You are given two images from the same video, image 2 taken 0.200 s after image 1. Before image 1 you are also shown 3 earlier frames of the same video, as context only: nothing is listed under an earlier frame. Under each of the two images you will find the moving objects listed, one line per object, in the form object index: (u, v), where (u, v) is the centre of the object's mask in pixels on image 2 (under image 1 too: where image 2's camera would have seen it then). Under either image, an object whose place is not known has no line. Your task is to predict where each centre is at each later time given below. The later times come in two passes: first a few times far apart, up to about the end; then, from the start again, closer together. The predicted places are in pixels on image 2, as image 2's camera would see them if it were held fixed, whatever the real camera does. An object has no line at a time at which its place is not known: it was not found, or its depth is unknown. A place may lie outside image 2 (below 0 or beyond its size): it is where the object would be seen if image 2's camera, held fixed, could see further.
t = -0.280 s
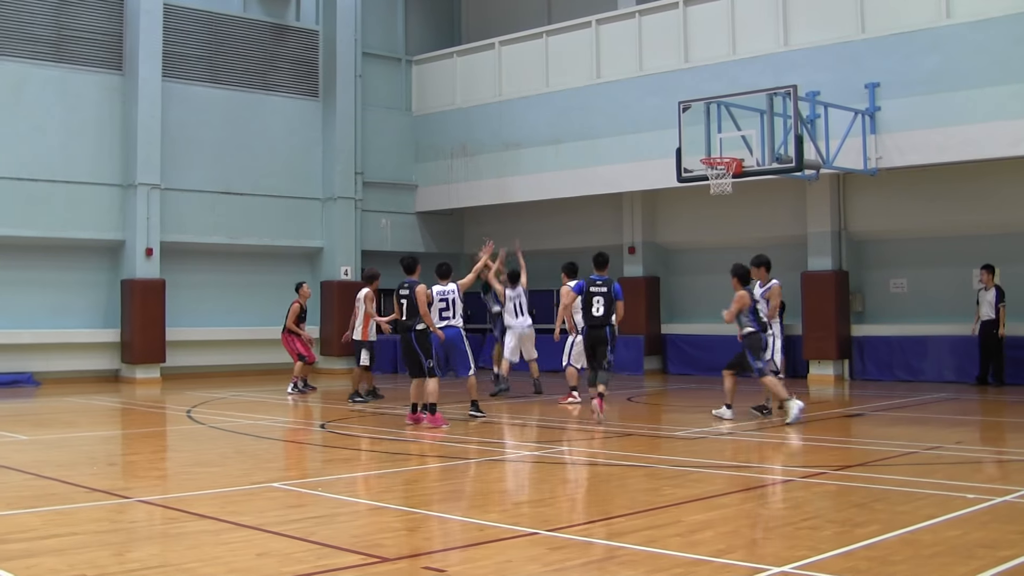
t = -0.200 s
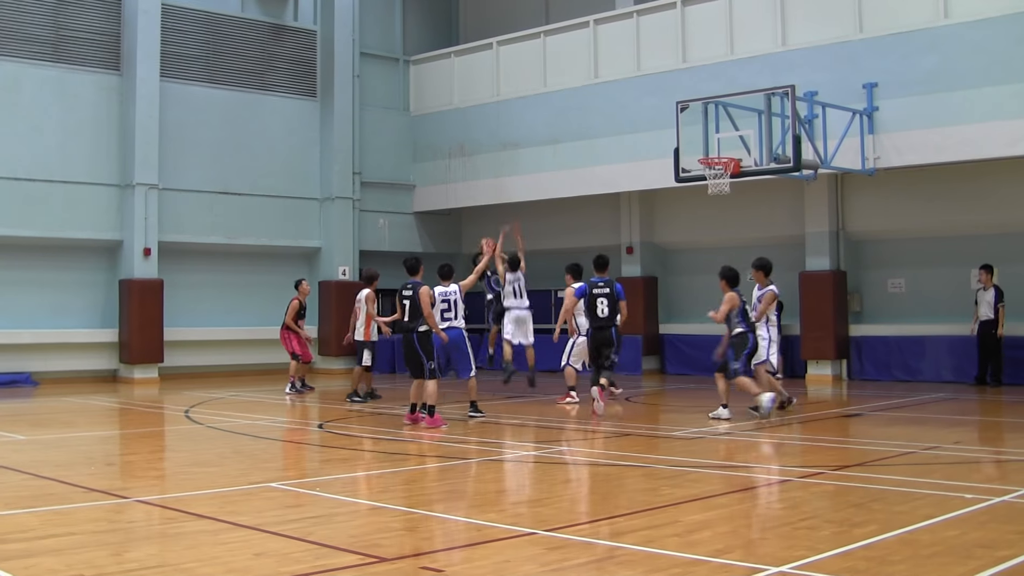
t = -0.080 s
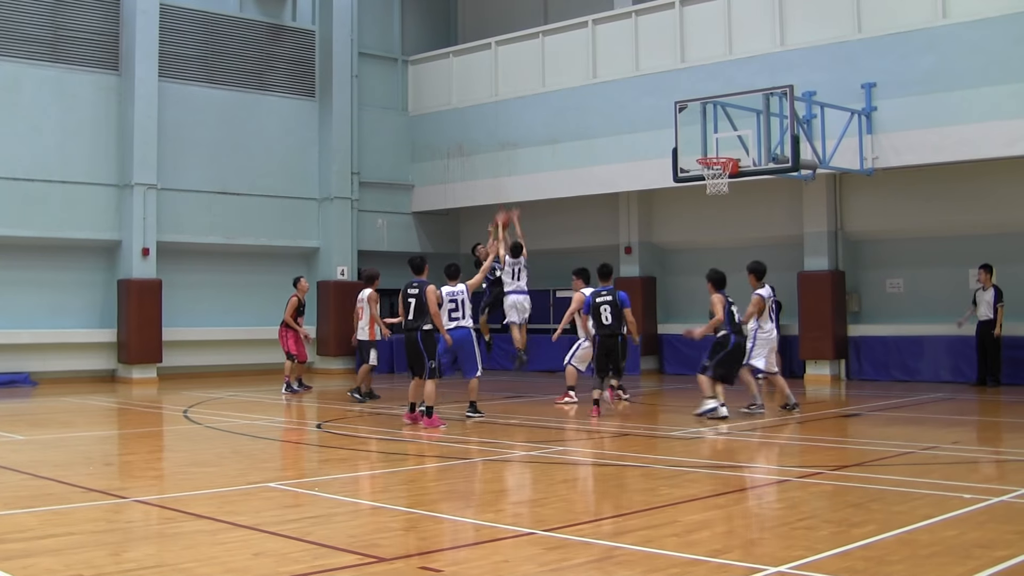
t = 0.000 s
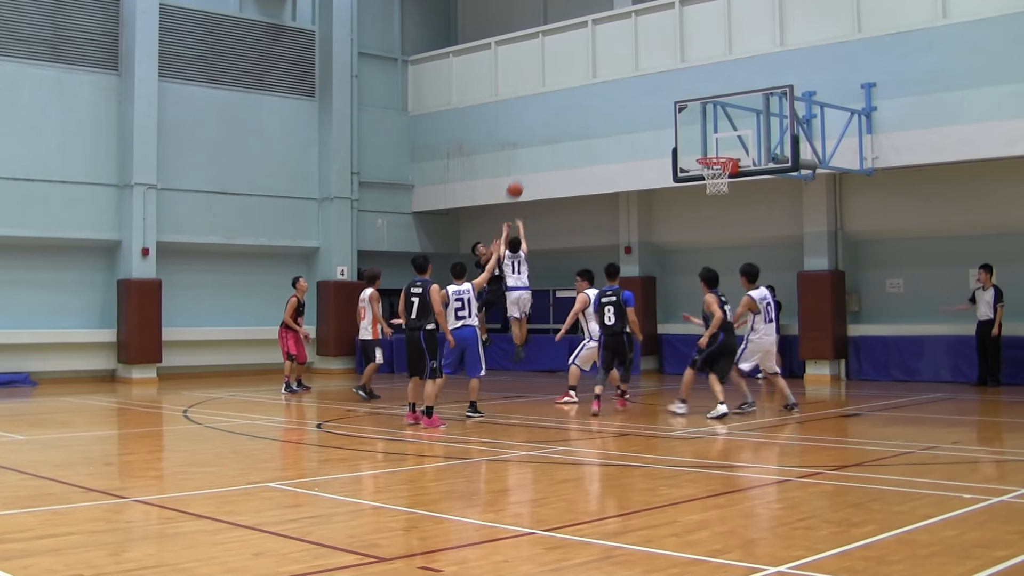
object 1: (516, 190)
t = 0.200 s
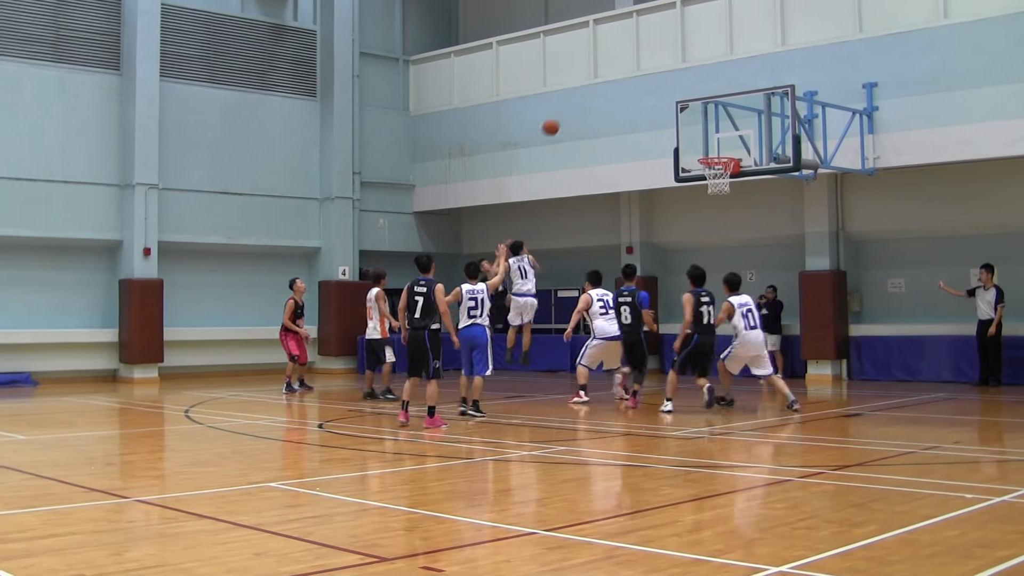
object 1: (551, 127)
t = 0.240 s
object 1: (558, 118)
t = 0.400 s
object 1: (586, 89)
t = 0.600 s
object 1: (624, 78)
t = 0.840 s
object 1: (672, 100)
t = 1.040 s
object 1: (714, 151)
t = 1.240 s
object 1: (737, 198)
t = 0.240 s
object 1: (558, 118)
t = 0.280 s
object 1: (565, 109)
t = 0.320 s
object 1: (572, 102)
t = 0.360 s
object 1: (579, 95)
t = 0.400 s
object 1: (586, 89)
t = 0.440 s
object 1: (594, 85)
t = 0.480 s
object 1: (602, 81)
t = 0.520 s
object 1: (609, 79)
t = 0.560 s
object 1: (617, 78)
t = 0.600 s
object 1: (624, 78)
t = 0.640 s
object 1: (632, 79)
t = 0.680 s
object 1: (640, 81)
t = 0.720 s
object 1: (648, 84)
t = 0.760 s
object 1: (656, 88)
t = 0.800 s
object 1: (664, 94)
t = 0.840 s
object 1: (672, 100)
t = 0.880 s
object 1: (680, 108)
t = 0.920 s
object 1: (689, 117)
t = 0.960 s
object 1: (697, 128)
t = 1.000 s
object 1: (705, 139)
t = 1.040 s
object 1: (714, 151)
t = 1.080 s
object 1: (721, 168)
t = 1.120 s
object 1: (729, 177)
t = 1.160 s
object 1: (731, 183)
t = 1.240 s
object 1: (737, 198)
